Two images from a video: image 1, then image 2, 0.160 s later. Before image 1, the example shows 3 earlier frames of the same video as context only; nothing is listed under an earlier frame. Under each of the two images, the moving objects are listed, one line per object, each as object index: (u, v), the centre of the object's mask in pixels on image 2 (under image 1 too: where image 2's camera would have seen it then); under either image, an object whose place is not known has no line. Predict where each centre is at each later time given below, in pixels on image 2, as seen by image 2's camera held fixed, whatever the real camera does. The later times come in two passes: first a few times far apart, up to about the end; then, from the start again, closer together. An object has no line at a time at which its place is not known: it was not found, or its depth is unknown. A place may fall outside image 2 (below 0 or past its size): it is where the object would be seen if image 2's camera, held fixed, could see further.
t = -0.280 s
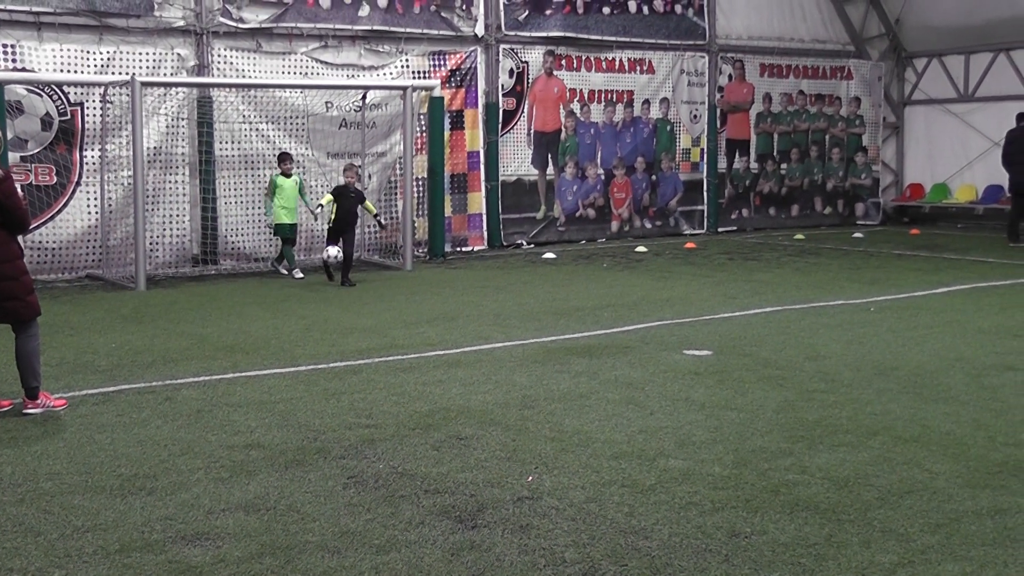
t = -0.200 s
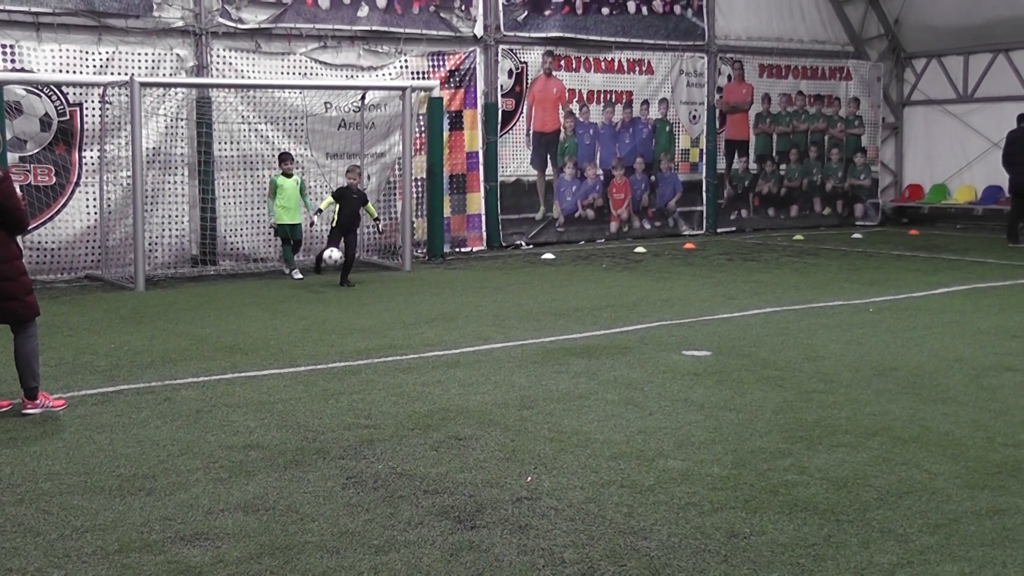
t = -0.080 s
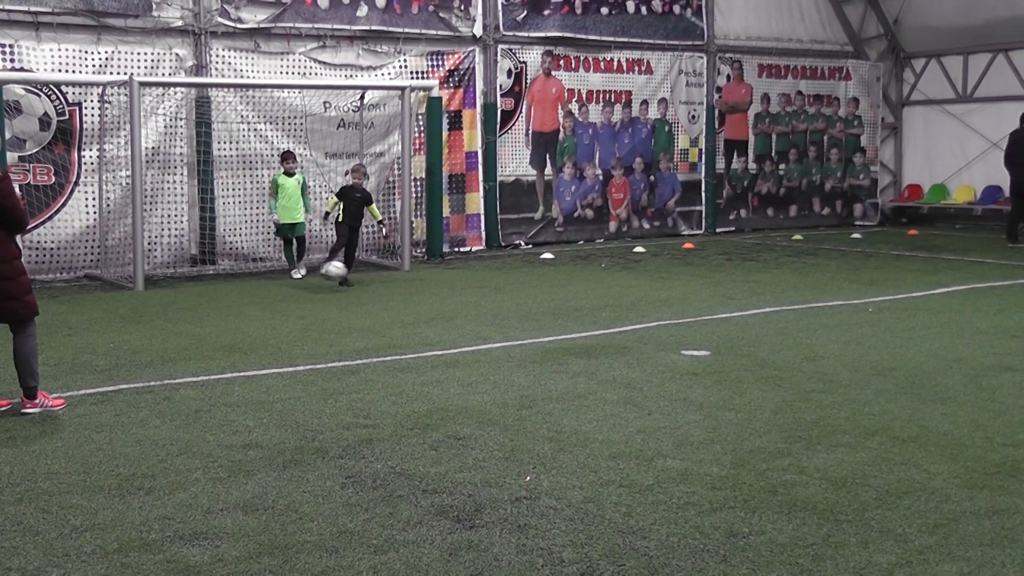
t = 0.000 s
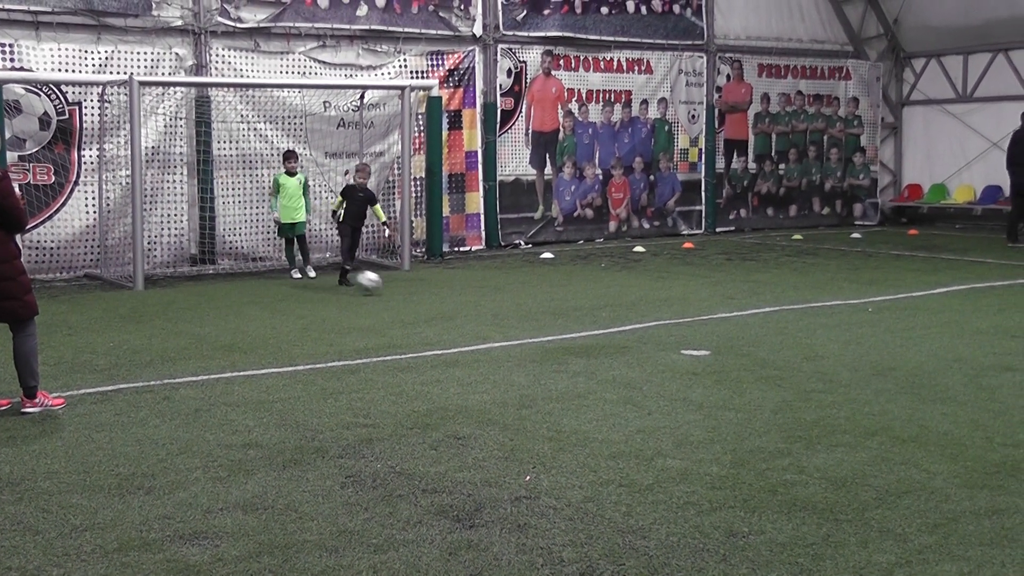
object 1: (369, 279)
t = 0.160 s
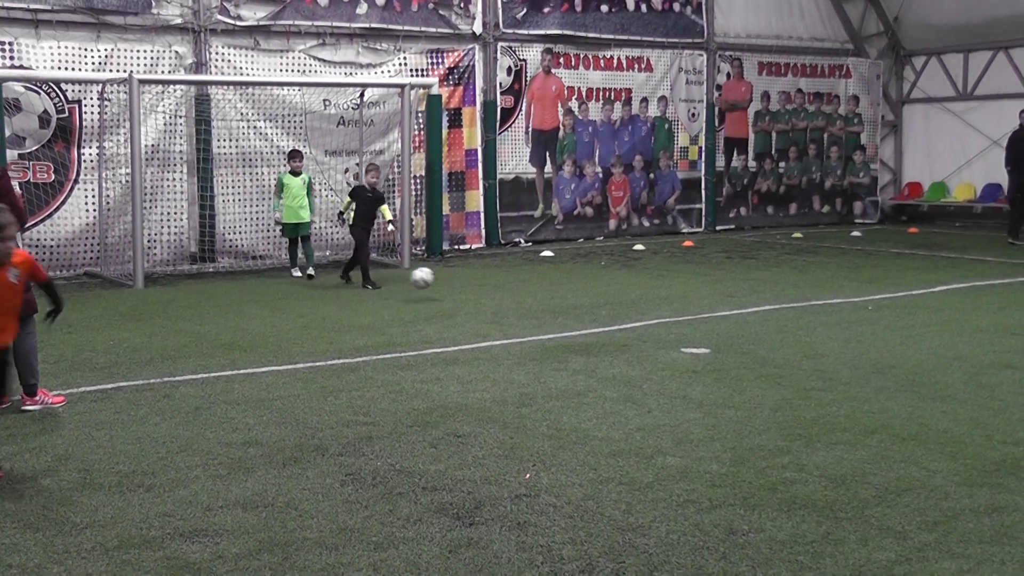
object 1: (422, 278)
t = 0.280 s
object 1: (461, 287)
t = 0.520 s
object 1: (530, 300)
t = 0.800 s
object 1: (618, 308)
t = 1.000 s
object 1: (685, 315)
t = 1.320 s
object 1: (798, 334)
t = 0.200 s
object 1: (435, 279)
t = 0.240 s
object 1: (448, 281)
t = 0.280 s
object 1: (461, 287)
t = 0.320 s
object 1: (474, 294)
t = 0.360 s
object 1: (486, 298)
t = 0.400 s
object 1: (497, 295)
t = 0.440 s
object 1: (509, 295)
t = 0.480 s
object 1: (519, 297)
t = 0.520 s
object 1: (530, 300)
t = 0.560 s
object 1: (542, 303)
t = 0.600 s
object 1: (555, 302)
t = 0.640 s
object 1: (567, 301)
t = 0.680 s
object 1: (579, 302)
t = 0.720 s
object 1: (592, 306)
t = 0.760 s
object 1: (605, 310)
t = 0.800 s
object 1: (618, 308)
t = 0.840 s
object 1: (631, 308)
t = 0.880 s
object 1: (644, 310)
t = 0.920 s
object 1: (658, 315)
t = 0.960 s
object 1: (672, 315)
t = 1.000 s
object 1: (685, 315)
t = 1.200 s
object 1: (753, 322)
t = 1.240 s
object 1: (767, 324)
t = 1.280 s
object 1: (783, 328)
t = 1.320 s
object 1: (798, 334)
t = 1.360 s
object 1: (812, 332)
